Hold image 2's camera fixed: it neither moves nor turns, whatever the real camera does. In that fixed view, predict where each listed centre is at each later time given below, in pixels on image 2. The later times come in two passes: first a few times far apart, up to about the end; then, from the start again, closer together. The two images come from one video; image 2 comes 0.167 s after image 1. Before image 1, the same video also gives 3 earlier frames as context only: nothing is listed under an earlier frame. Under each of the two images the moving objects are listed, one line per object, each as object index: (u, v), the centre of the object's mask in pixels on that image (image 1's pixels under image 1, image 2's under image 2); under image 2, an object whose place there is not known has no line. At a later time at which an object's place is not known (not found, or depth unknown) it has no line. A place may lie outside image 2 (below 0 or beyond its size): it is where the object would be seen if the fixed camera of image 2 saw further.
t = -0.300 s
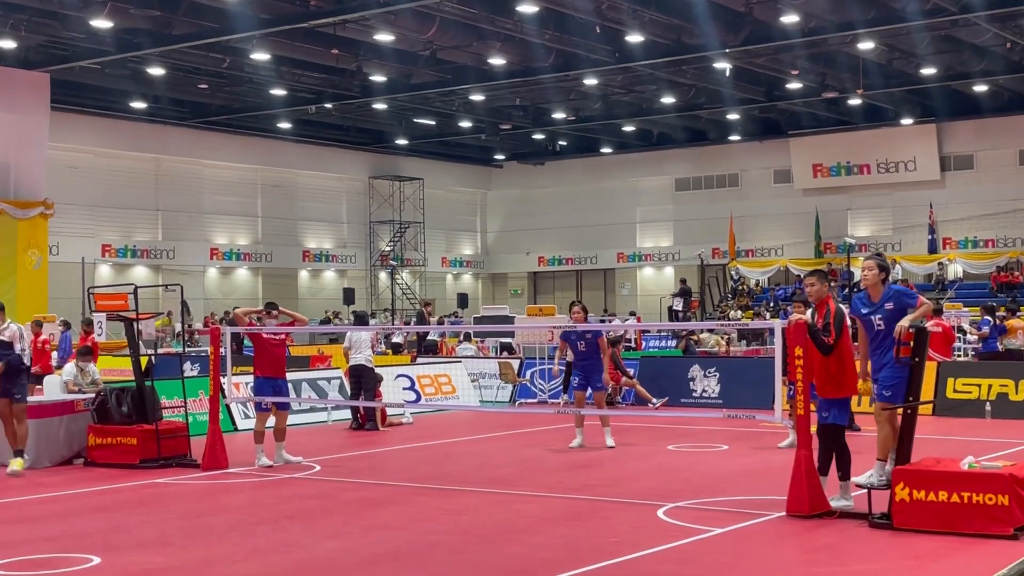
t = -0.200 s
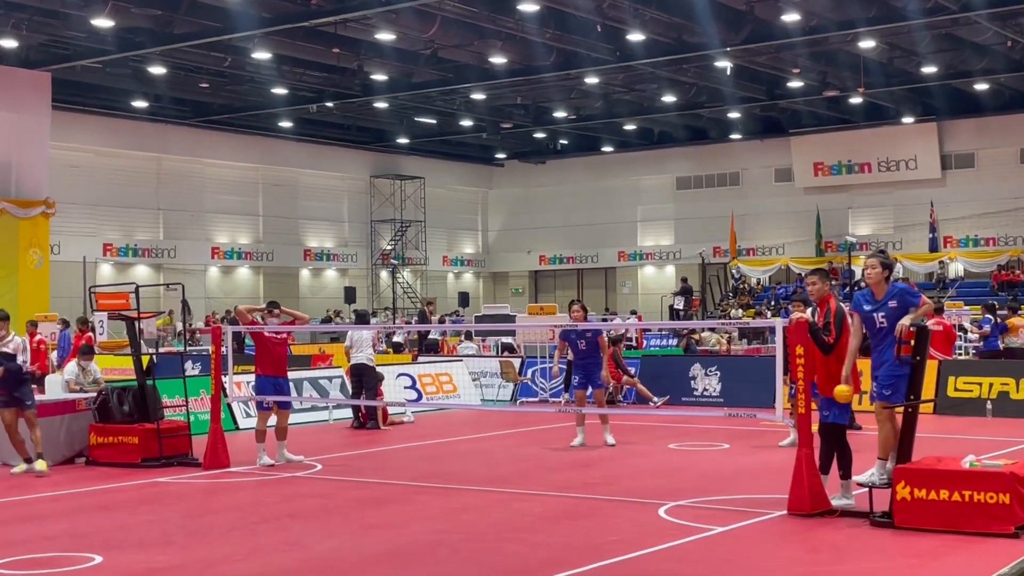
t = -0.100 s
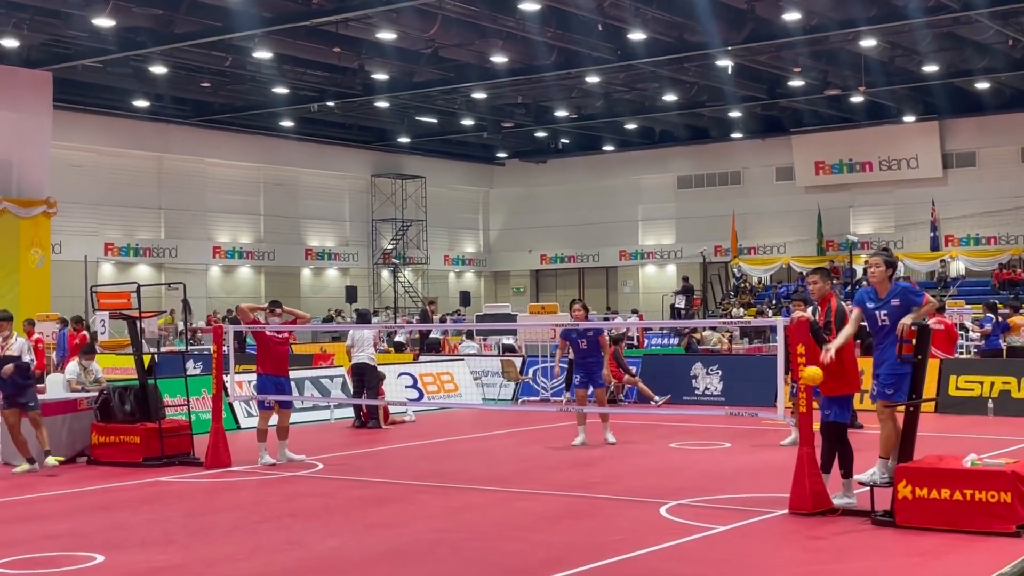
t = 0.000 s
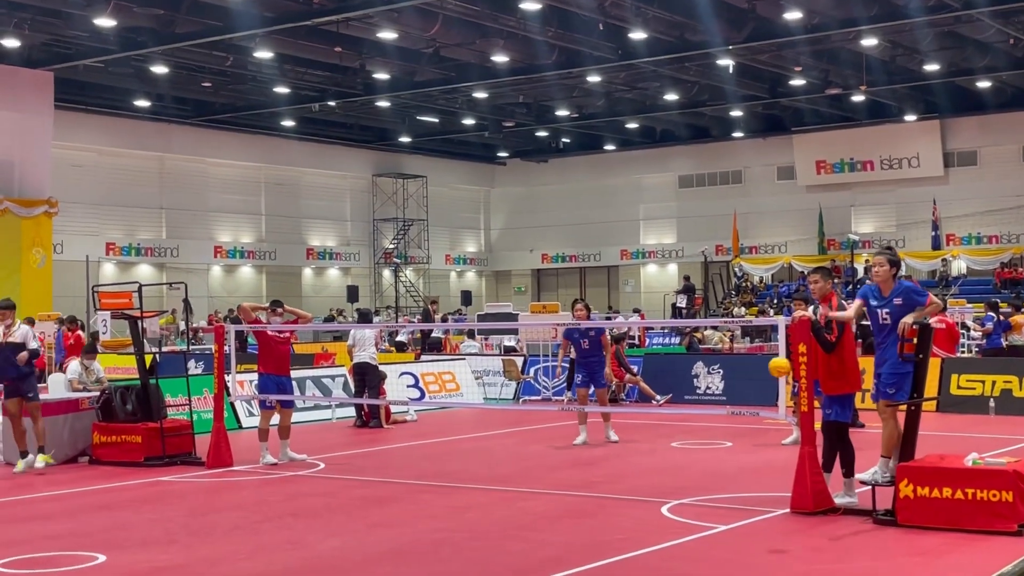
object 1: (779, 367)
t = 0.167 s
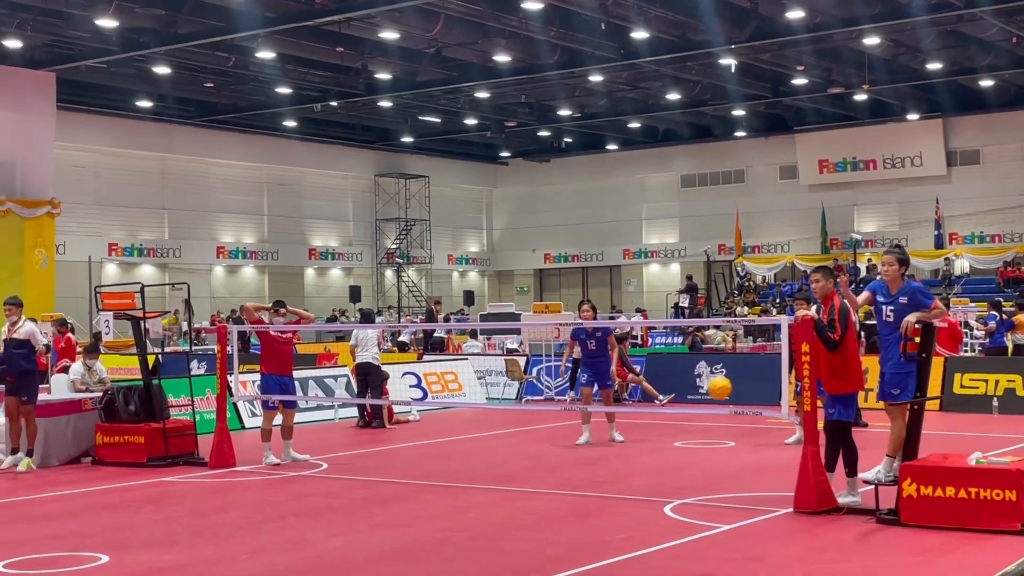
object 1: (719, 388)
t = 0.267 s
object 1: (677, 424)
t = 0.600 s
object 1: (536, 556)
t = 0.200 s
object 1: (705, 398)
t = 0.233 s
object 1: (692, 410)
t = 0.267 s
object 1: (677, 424)
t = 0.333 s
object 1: (649, 460)
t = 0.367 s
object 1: (633, 482)
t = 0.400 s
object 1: (617, 507)
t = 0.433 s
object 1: (601, 535)
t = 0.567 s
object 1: (546, 566)
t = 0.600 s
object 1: (536, 556)
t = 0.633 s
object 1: (525, 545)
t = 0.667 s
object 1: (514, 536)
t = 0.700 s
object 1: (503, 530)
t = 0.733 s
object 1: (492, 526)
